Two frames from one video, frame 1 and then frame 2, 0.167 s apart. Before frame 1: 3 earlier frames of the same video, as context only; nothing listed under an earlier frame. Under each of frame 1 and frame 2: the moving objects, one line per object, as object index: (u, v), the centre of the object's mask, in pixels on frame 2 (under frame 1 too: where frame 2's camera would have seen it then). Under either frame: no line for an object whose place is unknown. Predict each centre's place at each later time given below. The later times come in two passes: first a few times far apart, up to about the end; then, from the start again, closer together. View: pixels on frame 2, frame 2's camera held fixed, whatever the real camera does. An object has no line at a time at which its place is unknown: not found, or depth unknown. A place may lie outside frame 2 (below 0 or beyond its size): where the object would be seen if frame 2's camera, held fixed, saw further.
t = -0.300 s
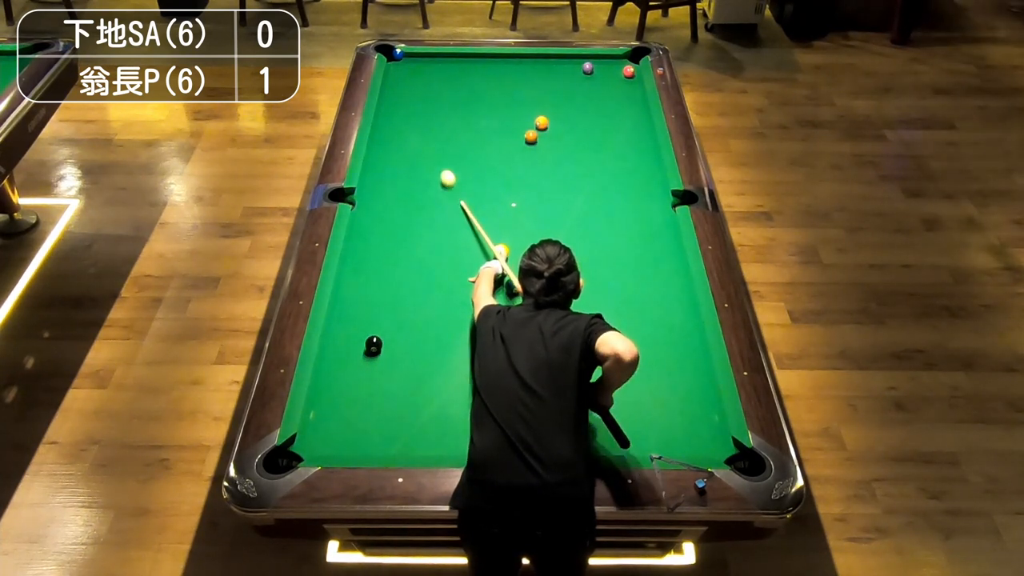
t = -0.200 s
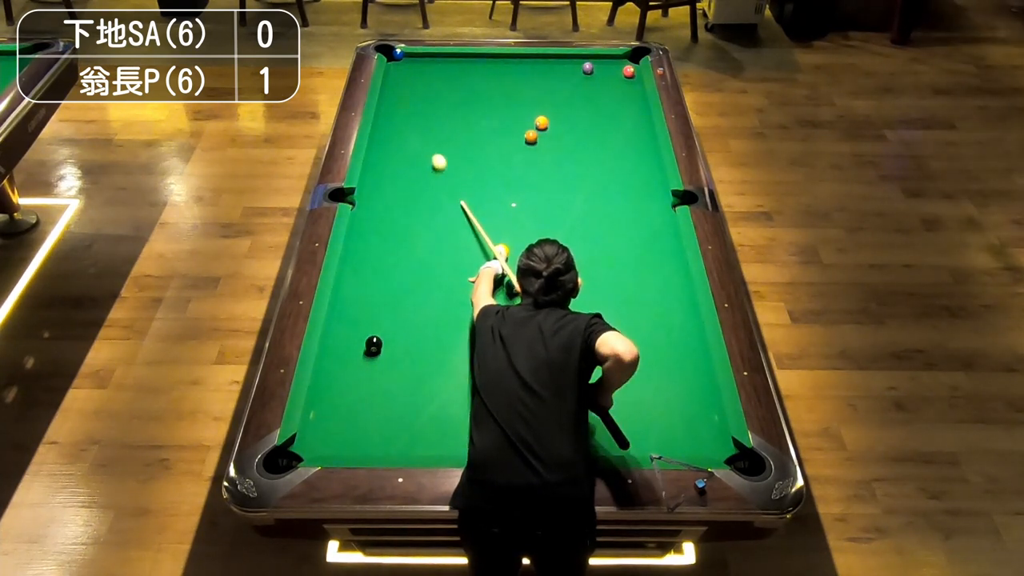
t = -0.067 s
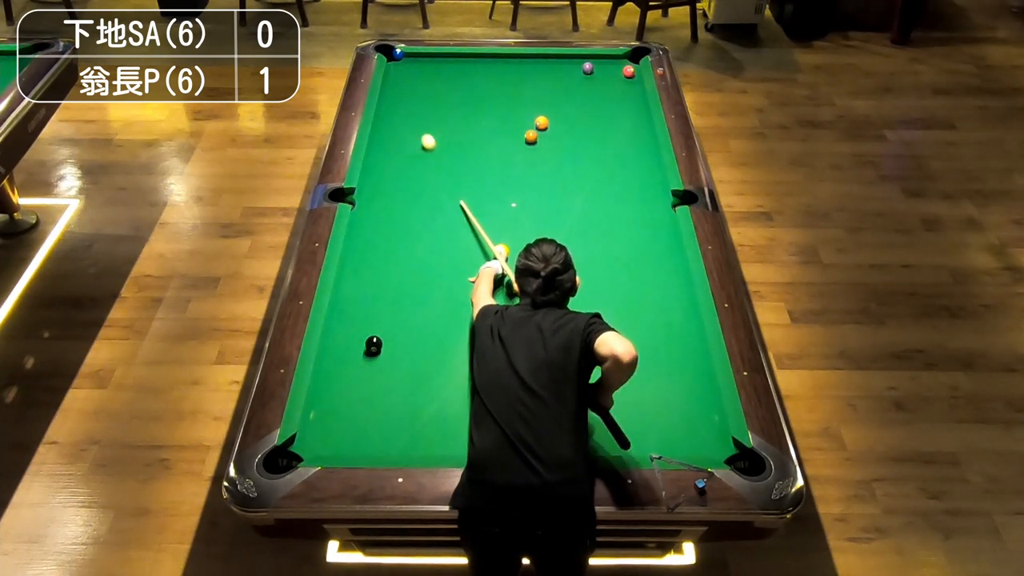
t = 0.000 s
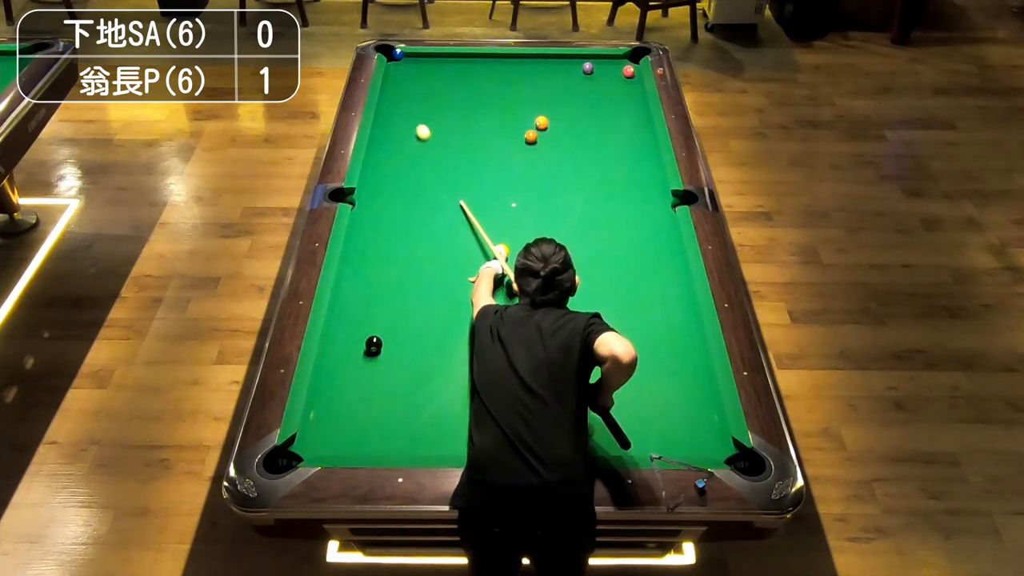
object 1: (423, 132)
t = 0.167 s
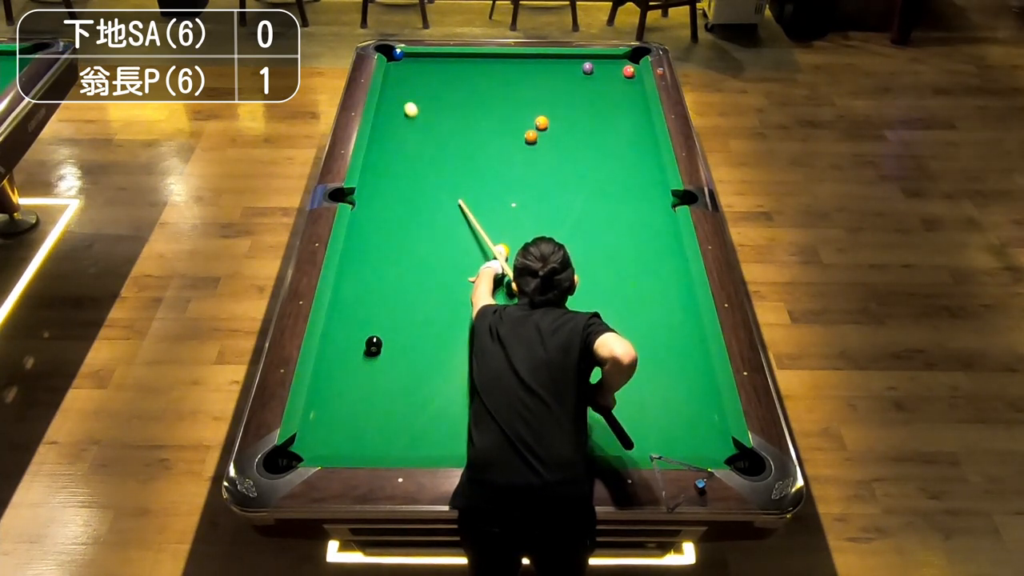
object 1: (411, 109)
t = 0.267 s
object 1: (404, 96)
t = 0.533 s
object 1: (392, 67)
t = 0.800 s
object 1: (410, 56)
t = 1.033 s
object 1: (429, 59)
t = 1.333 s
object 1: (453, 62)
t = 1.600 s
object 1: (474, 65)
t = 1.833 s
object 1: (491, 68)
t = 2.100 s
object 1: (509, 71)
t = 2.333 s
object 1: (525, 74)
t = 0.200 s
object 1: (408, 105)
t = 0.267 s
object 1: (404, 96)
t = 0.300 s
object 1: (402, 93)
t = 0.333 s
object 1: (400, 89)
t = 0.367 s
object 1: (397, 84)
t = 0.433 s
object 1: (393, 77)
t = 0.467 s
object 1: (391, 73)
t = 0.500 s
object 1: (390, 70)
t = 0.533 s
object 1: (392, 67)
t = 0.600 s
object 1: (396, 61)
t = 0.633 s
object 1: (398, 59)
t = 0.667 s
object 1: (401, 59)
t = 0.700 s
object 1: (403, 58)
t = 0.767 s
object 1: (408, 57)
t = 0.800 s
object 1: (410, 56)
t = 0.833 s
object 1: (413, 56)
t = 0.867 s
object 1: (415, 56)
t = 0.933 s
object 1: (421, 57)
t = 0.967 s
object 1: (424, 58)
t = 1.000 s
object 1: (426, 58)
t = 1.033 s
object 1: (429, 59)
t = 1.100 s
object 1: (435, 59)
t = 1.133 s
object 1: (437, 60)
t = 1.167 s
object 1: (440, 60)
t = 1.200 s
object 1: (442, 61)
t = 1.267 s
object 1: (448, 62)
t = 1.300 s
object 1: (450, 62)
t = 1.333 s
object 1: (453, 62)
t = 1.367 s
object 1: (456, 63)
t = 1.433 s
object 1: (461, 63)
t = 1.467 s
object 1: (463, 64)
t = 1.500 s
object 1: (466, 64)
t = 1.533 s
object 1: (469, 65)
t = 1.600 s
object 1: (474, 65)
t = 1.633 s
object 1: (476, 66)
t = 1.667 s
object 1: (478, 66)
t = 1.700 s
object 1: (481, 67)
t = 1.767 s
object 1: (486, 68)
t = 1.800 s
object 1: (488, 68)
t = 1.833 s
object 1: (491, 68)
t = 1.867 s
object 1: (493, 69)
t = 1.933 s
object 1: (498, 69)
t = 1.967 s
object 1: (500, 70)
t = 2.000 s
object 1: (502, 70)
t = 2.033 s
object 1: (505, 70)
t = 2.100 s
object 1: (509, 71)
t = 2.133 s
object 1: (511, 71)
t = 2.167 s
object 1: (514, 72)
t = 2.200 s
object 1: (516, 72)
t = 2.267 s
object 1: (520, 73)
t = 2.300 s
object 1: (523, 73)
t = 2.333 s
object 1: (525, 74)
